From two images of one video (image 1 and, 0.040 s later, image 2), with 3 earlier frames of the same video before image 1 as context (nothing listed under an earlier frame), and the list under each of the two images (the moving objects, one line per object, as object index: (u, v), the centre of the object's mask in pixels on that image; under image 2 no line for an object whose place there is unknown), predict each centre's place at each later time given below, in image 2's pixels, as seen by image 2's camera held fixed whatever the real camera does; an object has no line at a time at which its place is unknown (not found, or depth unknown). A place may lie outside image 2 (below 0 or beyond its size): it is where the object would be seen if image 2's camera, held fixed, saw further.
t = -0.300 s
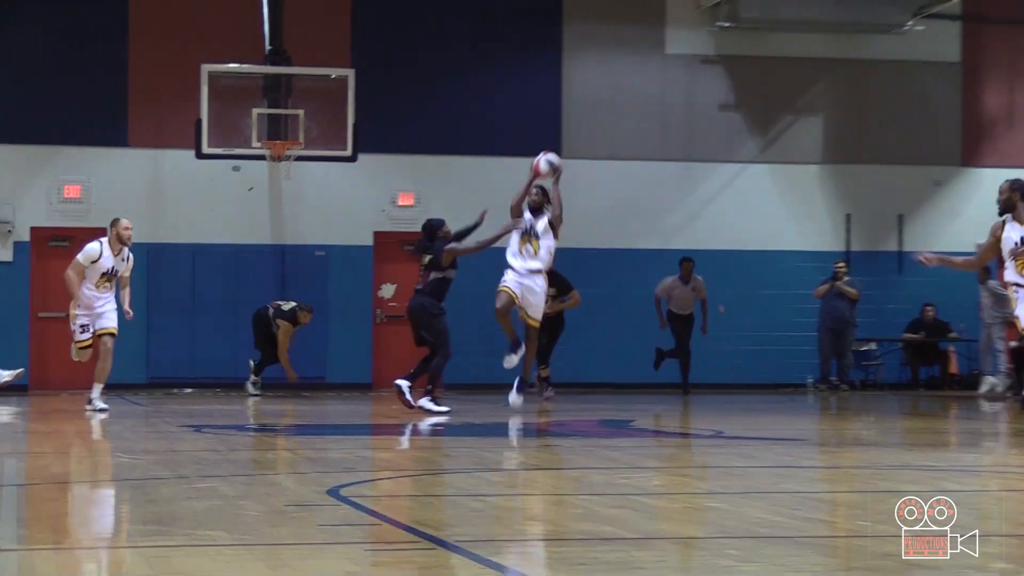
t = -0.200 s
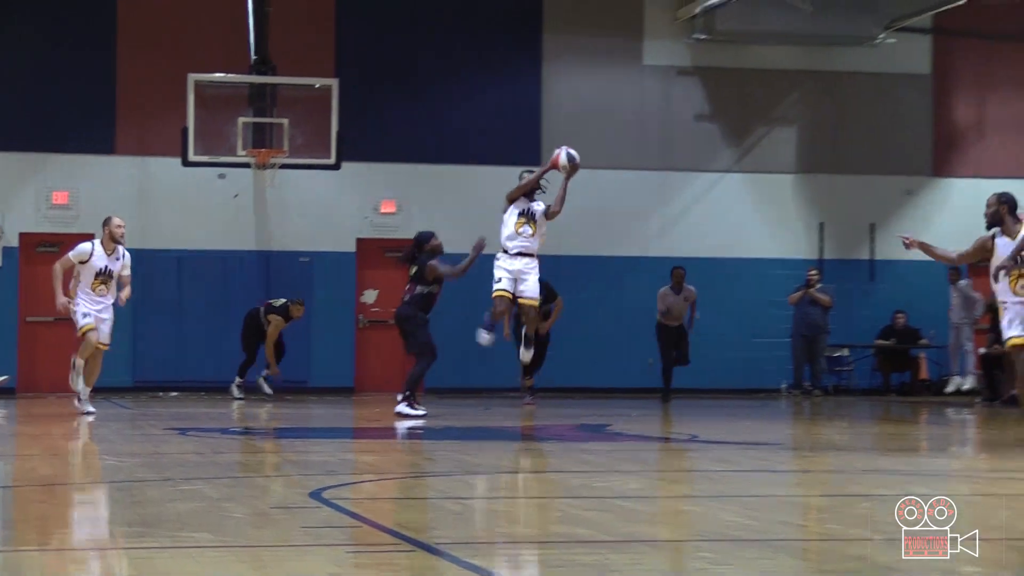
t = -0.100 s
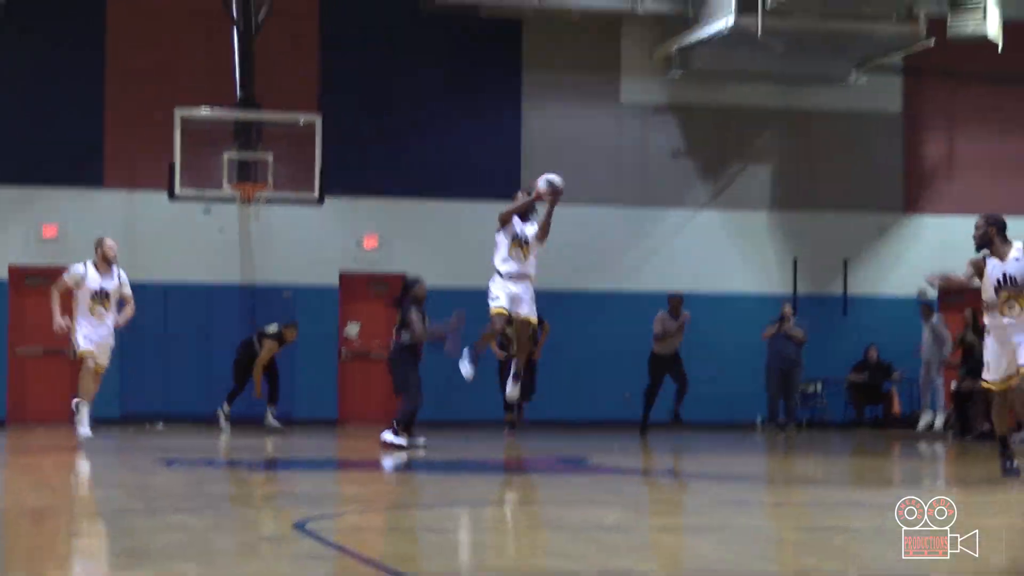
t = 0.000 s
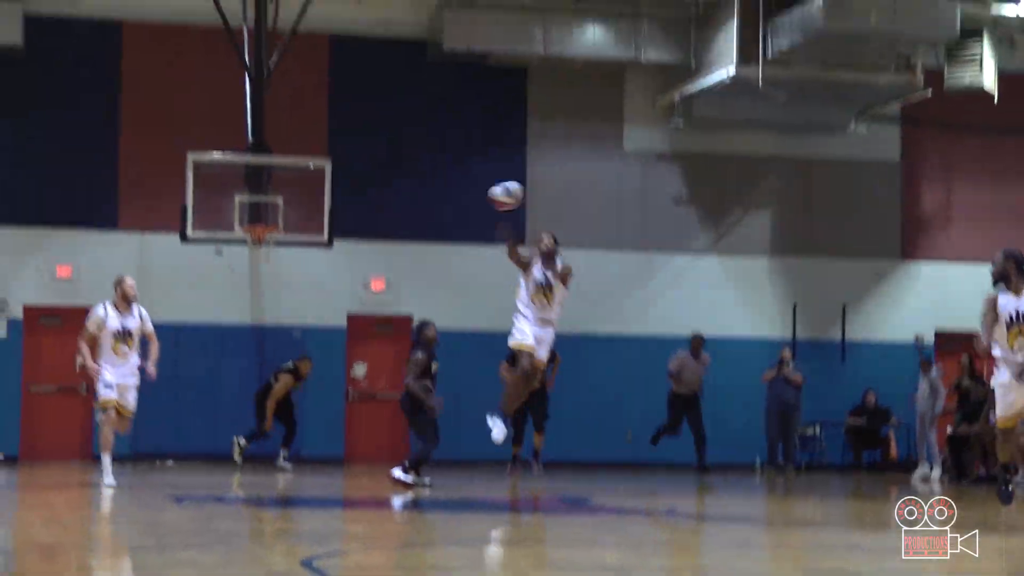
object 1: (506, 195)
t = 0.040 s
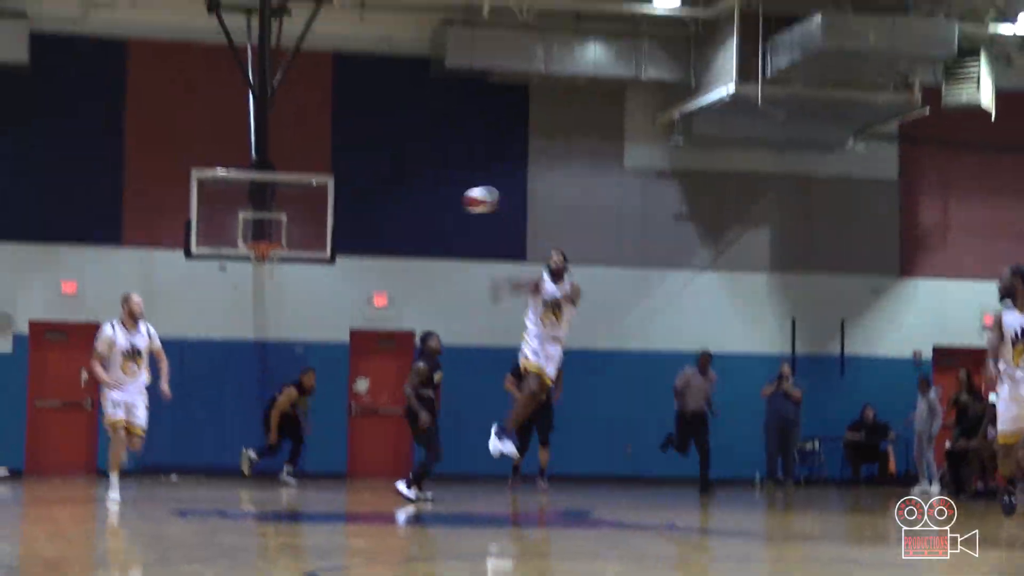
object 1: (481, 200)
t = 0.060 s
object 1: (467, 194)
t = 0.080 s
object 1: (454, 188)
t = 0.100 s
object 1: (439, 183)
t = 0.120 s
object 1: (423, 178)
